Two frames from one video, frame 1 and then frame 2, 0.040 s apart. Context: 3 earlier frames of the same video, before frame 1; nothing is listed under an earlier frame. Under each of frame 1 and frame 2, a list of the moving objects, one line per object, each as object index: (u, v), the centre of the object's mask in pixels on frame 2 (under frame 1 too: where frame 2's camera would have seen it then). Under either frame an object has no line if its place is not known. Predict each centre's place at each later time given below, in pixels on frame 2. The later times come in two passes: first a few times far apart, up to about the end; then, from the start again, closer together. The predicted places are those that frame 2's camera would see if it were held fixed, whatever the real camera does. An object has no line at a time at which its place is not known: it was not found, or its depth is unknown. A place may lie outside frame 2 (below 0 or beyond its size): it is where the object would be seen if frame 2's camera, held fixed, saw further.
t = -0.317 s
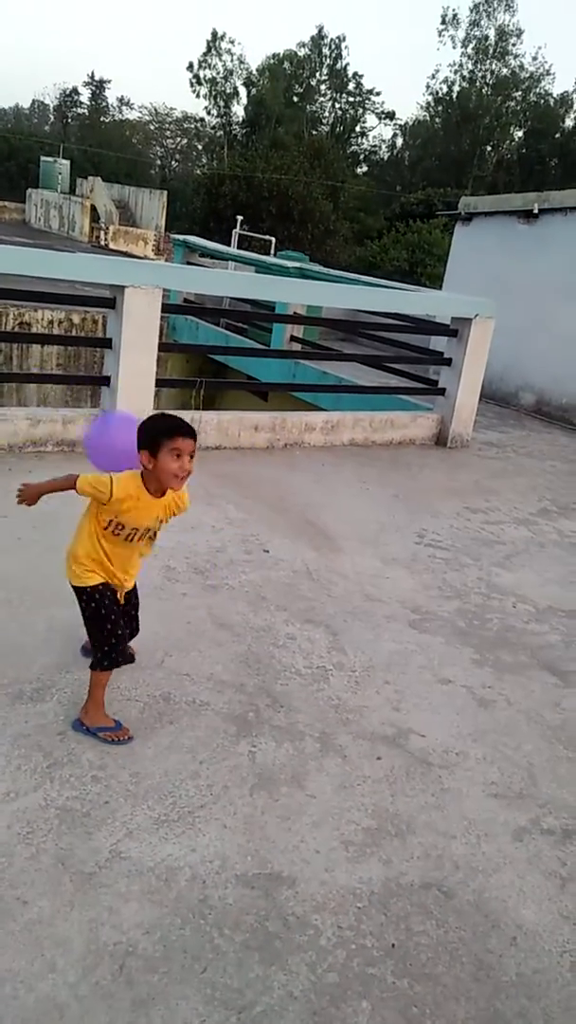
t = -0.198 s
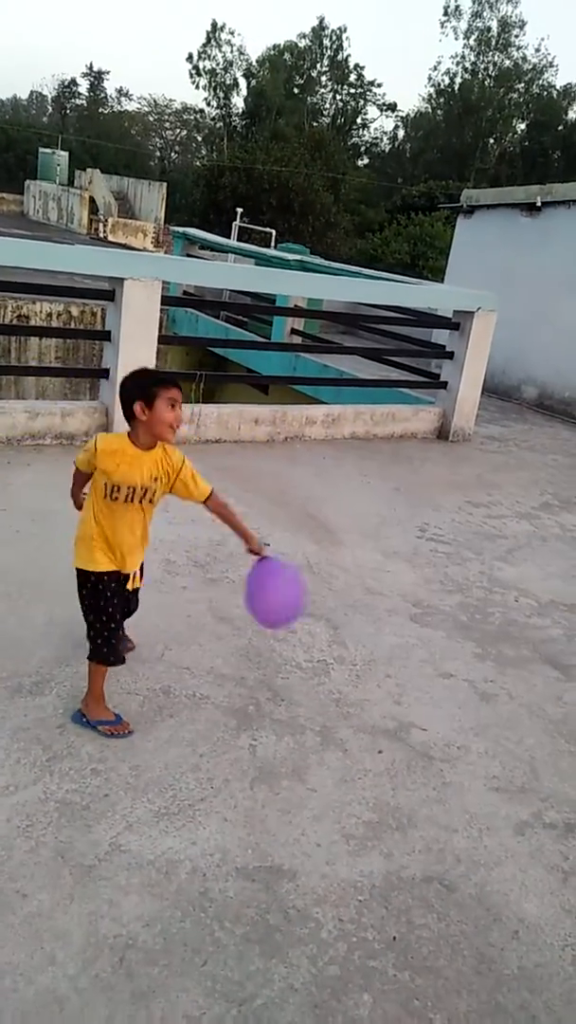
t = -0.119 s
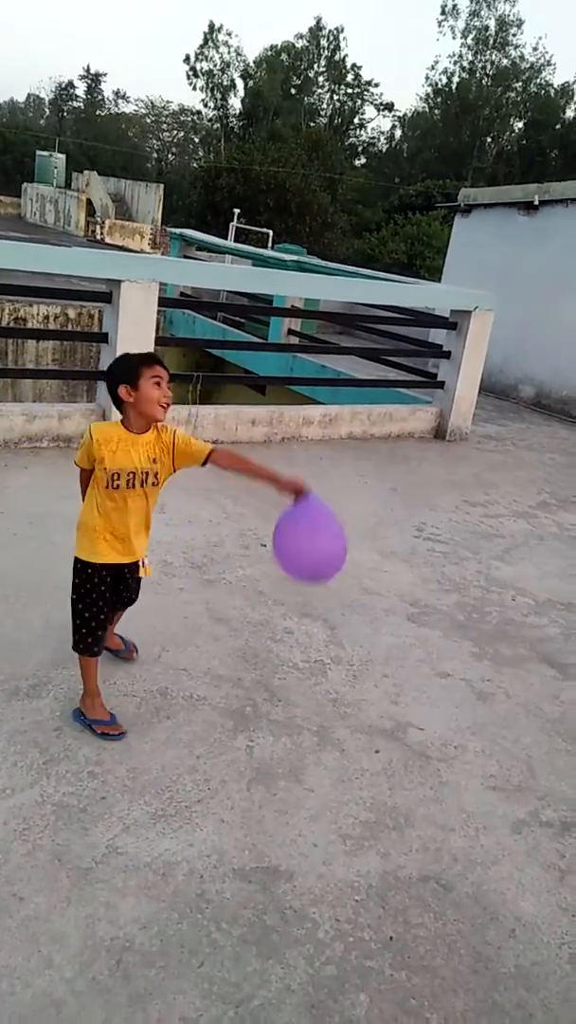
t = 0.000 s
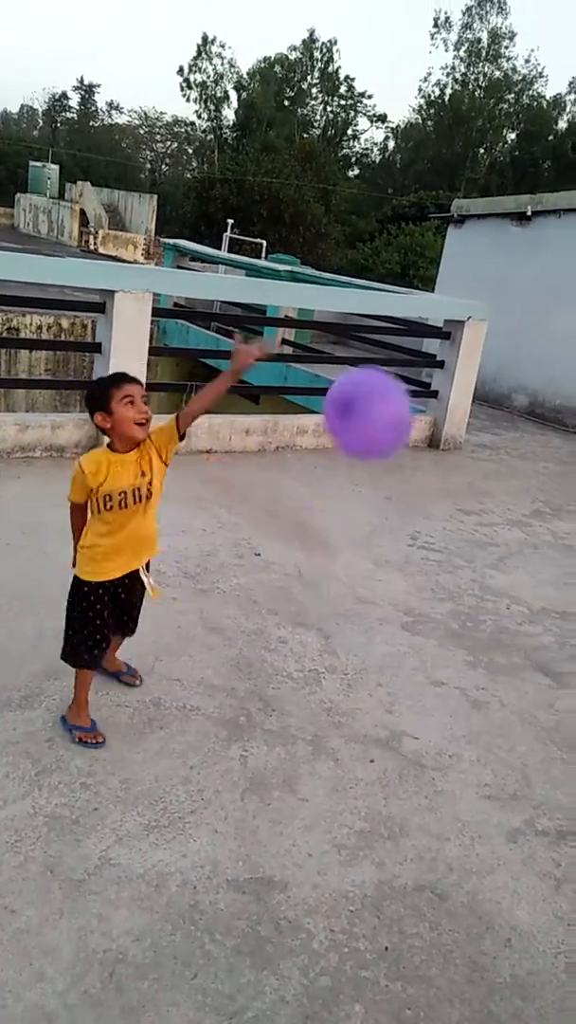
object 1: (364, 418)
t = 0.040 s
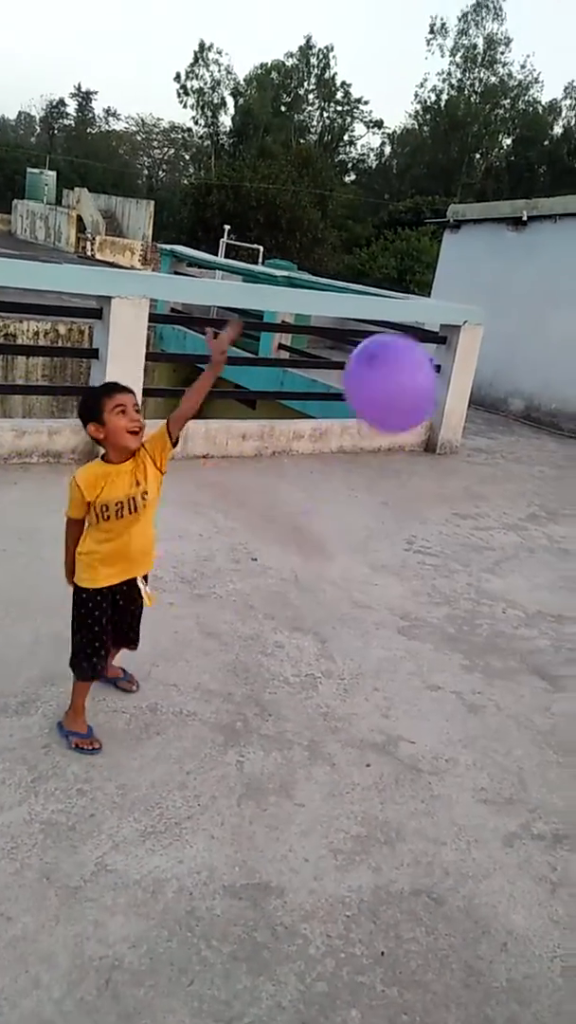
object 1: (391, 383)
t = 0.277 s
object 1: (503, 252)
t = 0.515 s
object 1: (540, 218)
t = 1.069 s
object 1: (527, 314)
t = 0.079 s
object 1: (415, 354)
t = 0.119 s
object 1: (437, 329)
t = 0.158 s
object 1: (457, 305)
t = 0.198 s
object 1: (474, 282)
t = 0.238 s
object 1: (489, 265)
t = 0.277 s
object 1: (503, 252)
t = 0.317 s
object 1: (514, 241)
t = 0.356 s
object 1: (524, 233)
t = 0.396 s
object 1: (530, 227)
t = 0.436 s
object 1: (533, 223)
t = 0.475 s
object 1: (536, 220)
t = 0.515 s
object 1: (540, 218)
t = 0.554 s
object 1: (544, 217)
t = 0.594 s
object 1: (549, 217)
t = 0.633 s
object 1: (556, 219)
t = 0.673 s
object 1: (574, 221)
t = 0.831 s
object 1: (567, 243)
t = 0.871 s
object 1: (559, 252)
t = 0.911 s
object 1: (552, 263)
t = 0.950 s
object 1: (548, 275)
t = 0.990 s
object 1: (540, 287)
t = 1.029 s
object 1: (533, 301)
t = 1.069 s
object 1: (527, 314)
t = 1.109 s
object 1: (524, 328)
